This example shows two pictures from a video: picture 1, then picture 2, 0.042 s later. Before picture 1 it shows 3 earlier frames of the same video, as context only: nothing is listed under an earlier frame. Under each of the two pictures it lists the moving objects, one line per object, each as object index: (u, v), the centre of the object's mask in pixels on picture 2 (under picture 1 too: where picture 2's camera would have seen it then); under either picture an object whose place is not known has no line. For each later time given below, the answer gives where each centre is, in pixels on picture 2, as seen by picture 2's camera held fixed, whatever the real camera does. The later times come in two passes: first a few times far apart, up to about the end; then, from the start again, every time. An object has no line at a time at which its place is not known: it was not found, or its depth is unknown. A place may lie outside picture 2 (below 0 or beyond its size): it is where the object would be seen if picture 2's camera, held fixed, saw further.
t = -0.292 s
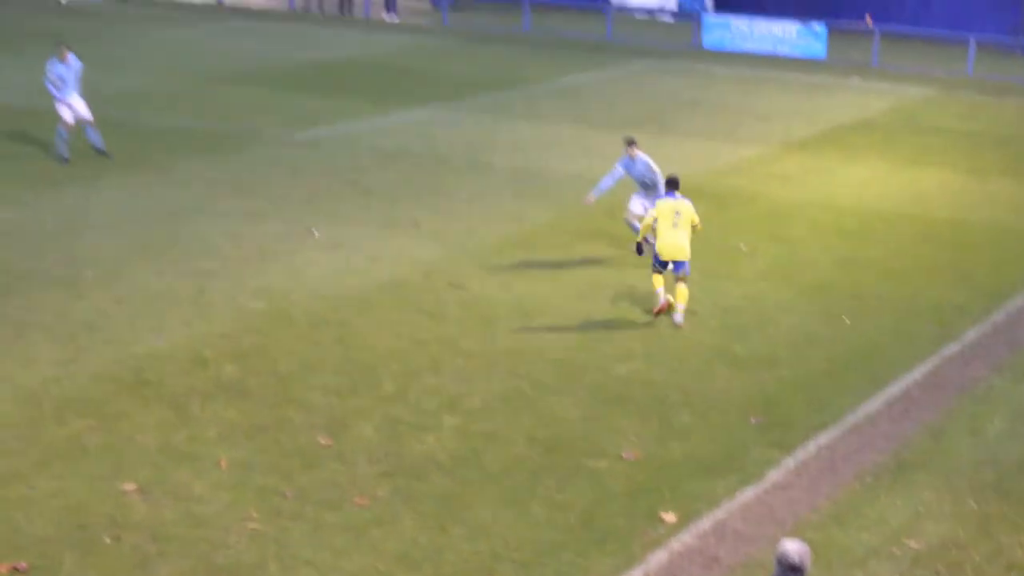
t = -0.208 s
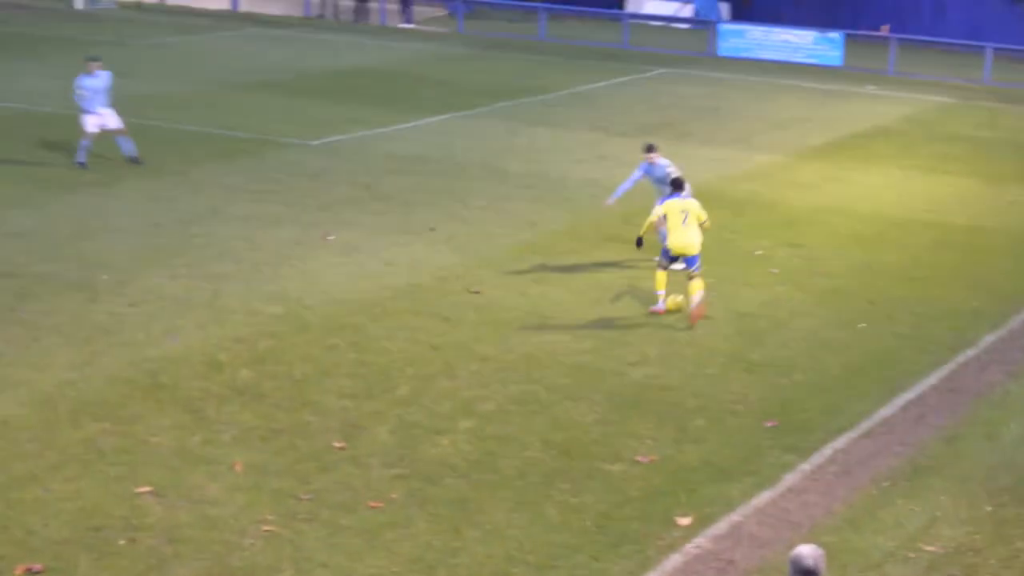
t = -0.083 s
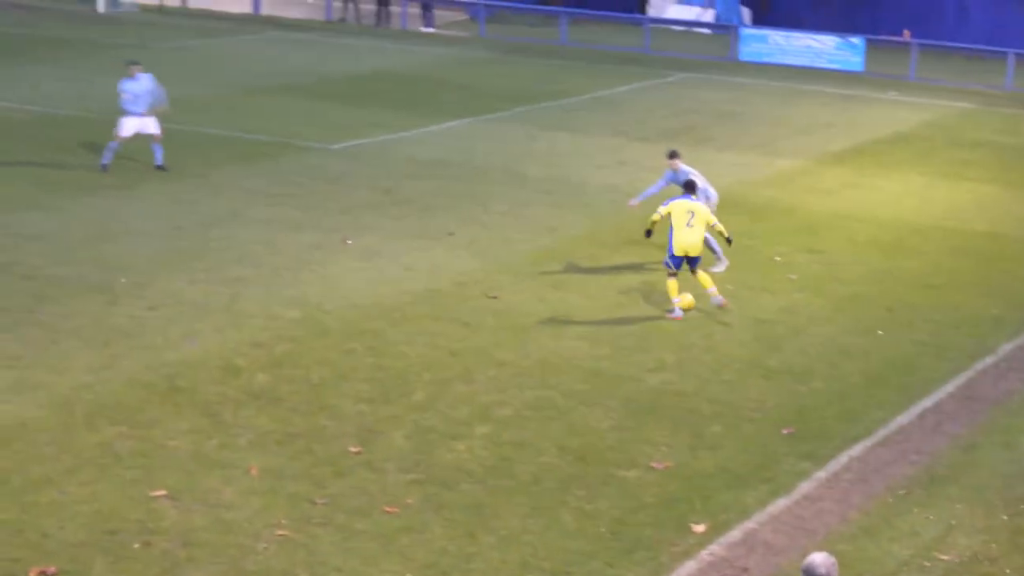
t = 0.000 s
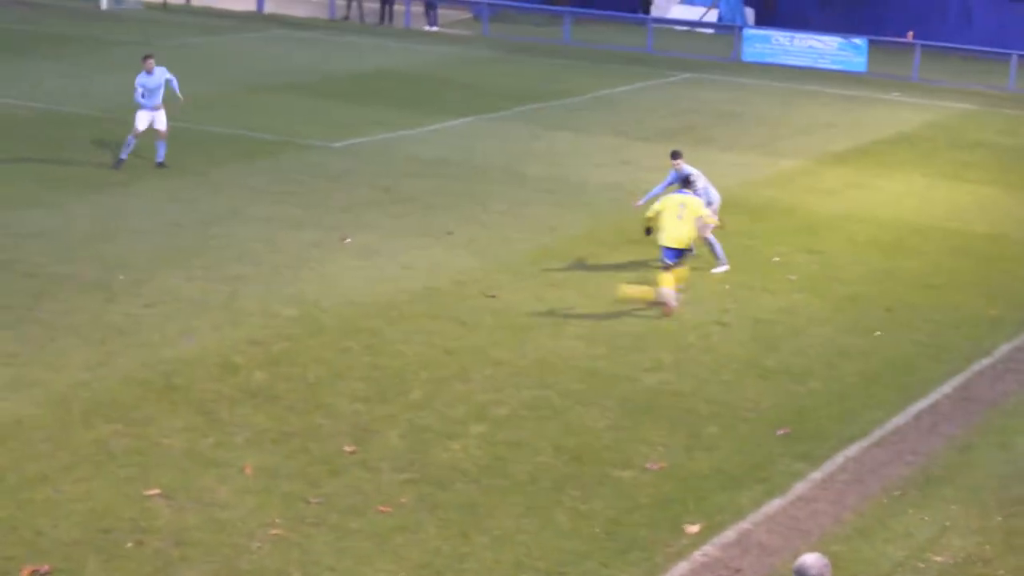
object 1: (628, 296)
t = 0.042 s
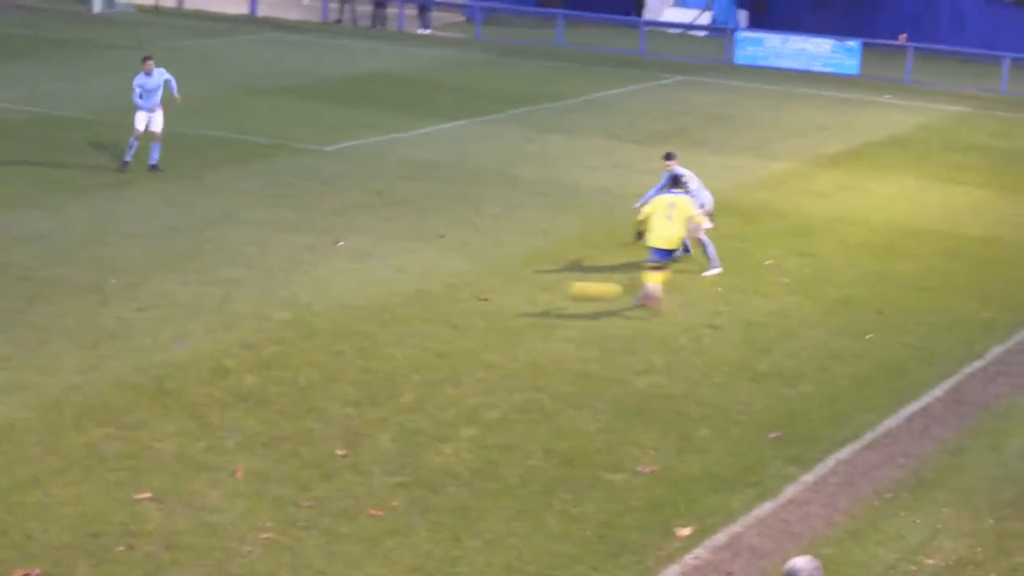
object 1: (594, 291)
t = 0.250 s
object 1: (417, 263)
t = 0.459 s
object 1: (265, 245)
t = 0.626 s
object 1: (164, 233)
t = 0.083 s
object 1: (557, 285)
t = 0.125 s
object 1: (519, 280)
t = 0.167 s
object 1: (483, 275)
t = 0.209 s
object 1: (449, 269)
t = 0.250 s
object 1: (417, 263)
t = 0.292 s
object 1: (384, 259)
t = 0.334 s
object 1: (352, 256)
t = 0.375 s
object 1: (323, 254)
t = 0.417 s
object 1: (293, 250)
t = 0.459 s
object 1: (265, 245)
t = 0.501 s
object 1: (239, 242)
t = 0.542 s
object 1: (212, 239)
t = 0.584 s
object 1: (186, 237)
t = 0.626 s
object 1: (164, 233)
